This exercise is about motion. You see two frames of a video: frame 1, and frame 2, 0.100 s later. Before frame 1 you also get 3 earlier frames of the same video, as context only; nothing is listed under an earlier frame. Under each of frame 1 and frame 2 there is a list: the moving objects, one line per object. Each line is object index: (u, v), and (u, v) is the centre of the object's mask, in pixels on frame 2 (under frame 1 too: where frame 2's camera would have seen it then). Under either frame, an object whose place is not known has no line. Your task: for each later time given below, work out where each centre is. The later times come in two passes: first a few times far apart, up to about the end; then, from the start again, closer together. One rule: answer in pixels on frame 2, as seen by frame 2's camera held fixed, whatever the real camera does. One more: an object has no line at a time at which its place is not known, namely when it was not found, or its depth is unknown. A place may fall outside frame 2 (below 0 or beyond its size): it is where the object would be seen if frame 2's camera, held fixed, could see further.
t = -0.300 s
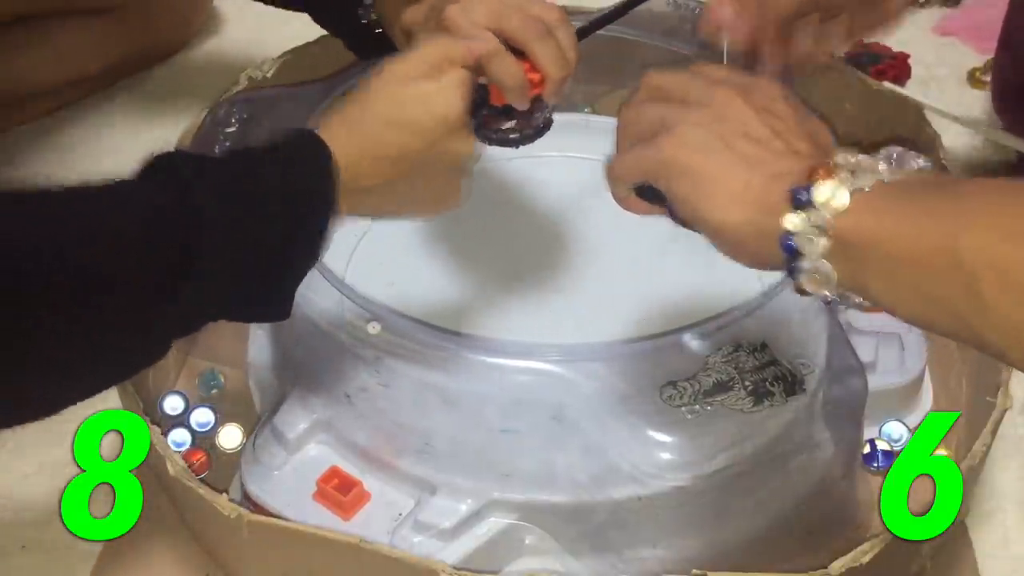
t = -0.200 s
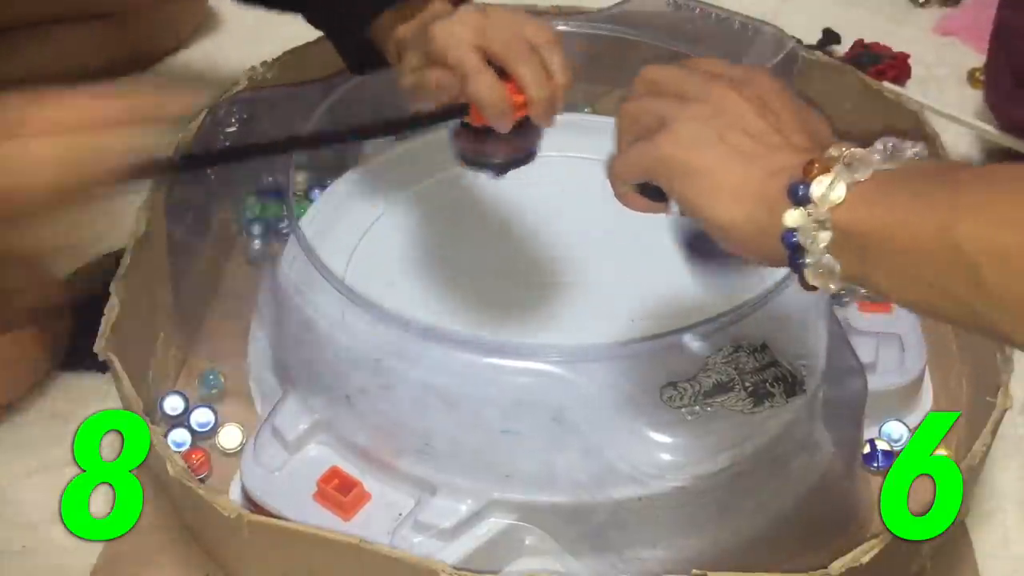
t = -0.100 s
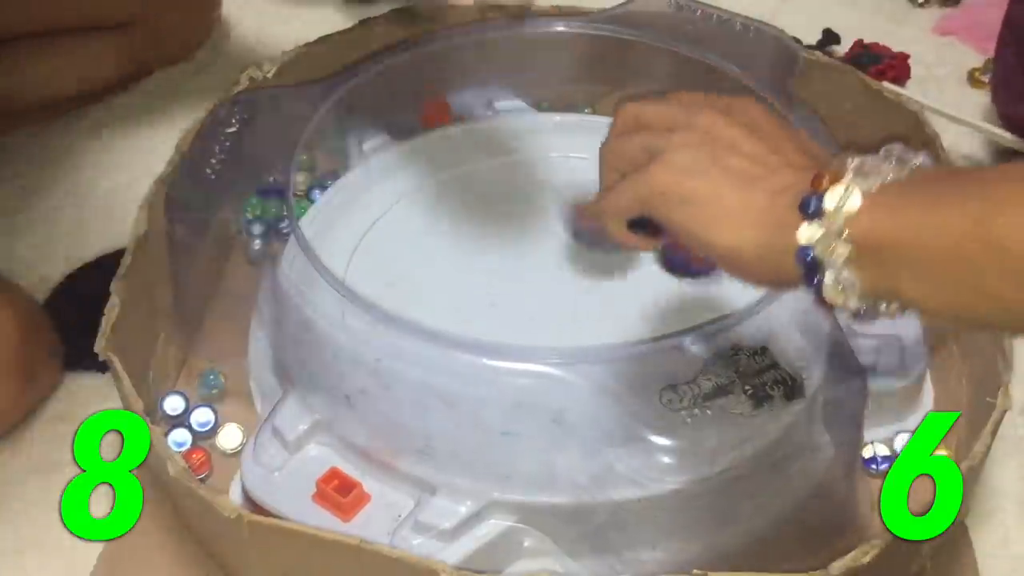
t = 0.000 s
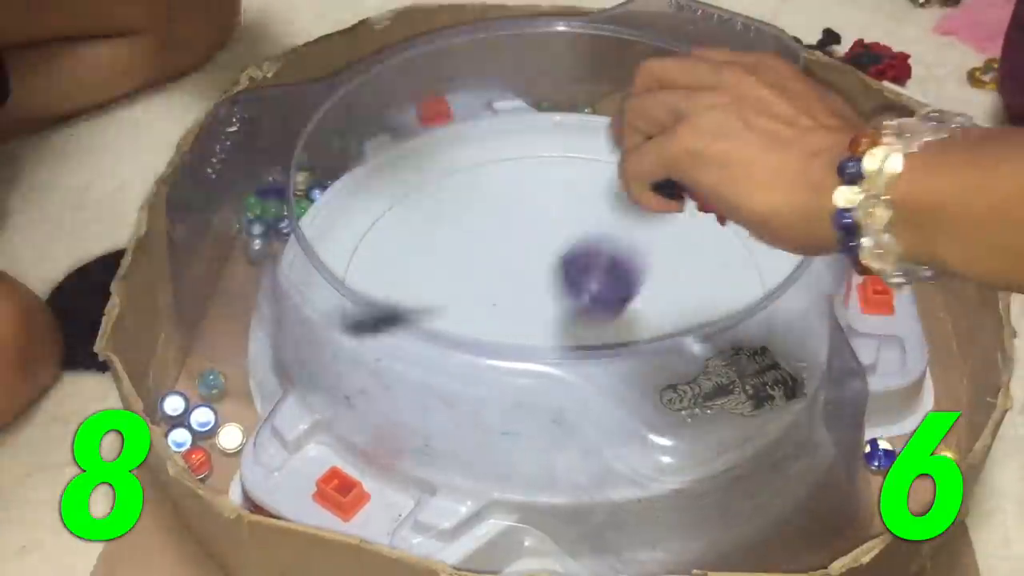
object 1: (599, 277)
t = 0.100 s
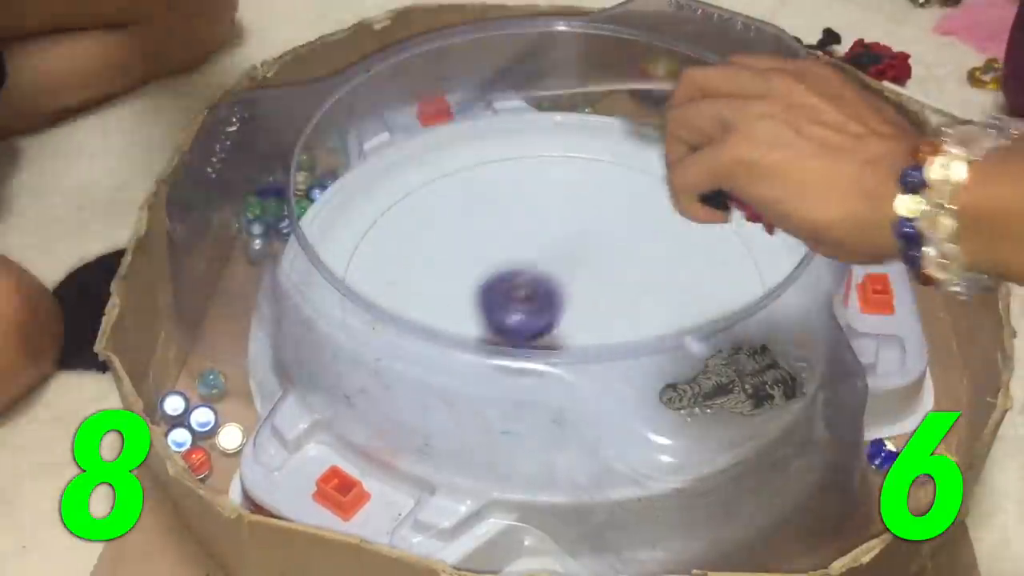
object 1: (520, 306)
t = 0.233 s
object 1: (478, 319)
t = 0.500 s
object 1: (597, 279)
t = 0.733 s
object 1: (475, 168)
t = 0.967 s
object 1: (371, 336)
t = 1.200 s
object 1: (760, 286)
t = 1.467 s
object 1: (341, 239)
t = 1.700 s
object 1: (746, 318)
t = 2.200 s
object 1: (384, 354)
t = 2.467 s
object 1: (727, 324)
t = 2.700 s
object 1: (406, 165)
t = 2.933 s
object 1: (356, 334)
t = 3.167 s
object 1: (685, 317)
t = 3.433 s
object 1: (572, 139)
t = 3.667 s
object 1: (414, 222)
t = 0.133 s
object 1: (497, 316)
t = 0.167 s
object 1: (485, 314)
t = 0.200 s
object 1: (477, 317)
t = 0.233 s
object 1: (478, 319)
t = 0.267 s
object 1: (485, 322)
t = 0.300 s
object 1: (499, 325)
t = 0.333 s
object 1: (517, 326)
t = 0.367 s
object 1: (538, 325)
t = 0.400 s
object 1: (559, 322)
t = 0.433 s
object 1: (578, 313)
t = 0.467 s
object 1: (590, 298)
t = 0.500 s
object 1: (597, 279)
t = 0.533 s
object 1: (596, 259)
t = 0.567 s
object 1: (589, 238)
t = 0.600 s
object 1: (576, 218)
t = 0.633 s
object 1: (557, 201)
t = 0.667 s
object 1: (533, 186)
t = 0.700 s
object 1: (505, 174)
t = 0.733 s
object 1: (475, 168)
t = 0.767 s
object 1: (443, 165)
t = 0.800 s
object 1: (414, 172)
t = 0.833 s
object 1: (393, 193)
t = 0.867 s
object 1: (371, 218)
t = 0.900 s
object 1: (358, 251)
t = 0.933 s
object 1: (354, 292)
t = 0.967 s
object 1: (371, 336)
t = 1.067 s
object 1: (545, 418)
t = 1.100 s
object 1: (625, 414)
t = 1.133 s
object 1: (677, 360)
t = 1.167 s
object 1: (746, 325)
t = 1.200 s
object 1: (760, 286)
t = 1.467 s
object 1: (341, 239)
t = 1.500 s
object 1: (299, 297)
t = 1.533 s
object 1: (356, 320)
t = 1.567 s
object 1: (429, 335)
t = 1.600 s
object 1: (505, 350)
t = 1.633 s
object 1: (587, 355)
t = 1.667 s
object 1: (668, 345)
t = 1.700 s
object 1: (746, 318)
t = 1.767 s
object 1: (782, 246)
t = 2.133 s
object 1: (415, 259)
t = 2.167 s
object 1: (394, 297)
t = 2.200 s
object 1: (384, 354)
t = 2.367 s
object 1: (679, 439)
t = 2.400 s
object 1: (738, 424)
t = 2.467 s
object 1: (727, 324)
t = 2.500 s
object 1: (690, 299)
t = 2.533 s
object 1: (652, 271)
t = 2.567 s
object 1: (607, 243)
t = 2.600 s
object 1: (557, 219)
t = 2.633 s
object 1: (508, 198)
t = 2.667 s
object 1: (457, 180)
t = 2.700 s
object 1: (406, 165)
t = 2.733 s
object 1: (367, 161)
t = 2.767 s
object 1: (346, 191)
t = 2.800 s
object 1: (331, 215)
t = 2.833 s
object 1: (306, 248)
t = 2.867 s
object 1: (290, 286)
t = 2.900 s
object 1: (307, 322)
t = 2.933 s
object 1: (356, 334)
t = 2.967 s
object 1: (399, 359)
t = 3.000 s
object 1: (451, 373)
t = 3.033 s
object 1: (505, 382)
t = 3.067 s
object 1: (558, 378)
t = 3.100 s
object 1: (607, 366)
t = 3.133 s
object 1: (652, 344)
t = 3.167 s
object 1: (685, 317)
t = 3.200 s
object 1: (707, 283)
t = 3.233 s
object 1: (720, 249)
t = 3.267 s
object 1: (722, 217)
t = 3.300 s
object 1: (709, 187)
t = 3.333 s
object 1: (677, 170)
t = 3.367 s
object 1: (644, 157)
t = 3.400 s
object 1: (610, 144)
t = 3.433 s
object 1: (572, 139)
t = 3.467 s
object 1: (537, 132)
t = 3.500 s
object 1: (504, 133)
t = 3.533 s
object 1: (479, 139)
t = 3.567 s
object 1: (458, 151)
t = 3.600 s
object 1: (438, 171)
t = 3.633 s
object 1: (422, 195)
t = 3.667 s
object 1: (414, 222)
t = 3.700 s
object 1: (415, 251)
